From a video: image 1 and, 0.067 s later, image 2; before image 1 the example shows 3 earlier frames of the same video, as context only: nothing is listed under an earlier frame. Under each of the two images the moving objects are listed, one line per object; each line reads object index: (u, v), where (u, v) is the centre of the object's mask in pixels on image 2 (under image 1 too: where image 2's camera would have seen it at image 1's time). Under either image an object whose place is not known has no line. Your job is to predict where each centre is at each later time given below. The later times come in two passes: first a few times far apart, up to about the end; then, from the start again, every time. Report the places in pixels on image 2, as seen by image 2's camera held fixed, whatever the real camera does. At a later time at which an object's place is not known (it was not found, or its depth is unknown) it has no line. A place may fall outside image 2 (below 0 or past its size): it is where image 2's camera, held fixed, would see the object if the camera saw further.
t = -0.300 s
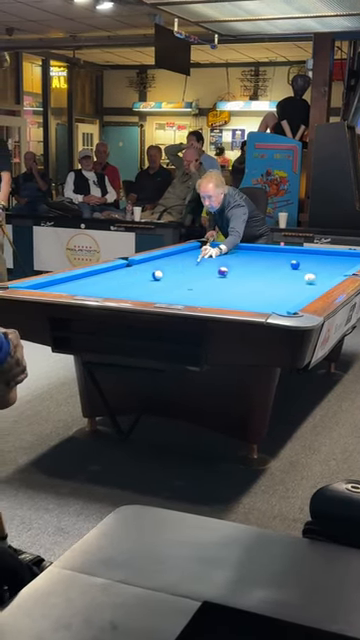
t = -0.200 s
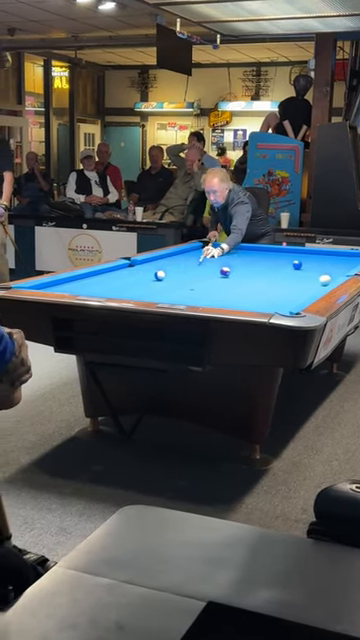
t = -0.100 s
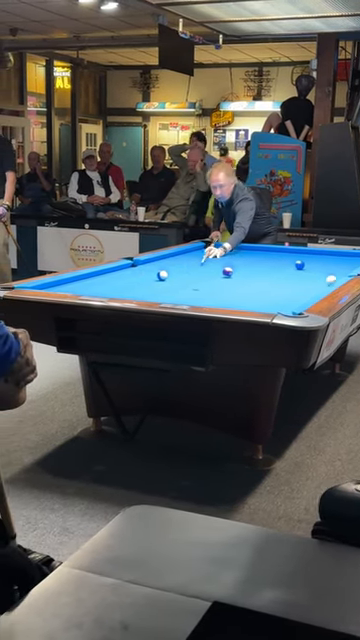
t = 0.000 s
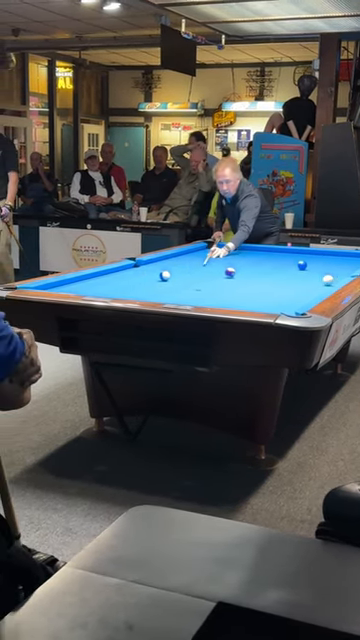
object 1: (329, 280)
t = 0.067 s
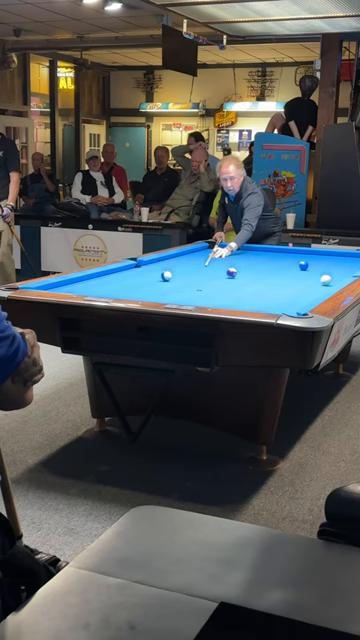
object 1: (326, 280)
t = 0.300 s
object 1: (313, 278)
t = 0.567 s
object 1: (300, 276)
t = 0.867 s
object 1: (287, 275)
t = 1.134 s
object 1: (277, 274)
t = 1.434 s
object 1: (267, 272)
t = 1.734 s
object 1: (258, 272)
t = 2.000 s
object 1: (251, 271)
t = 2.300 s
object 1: (243, 270)
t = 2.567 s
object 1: (239, 269)
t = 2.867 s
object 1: (233, 267)
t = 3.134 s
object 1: (230, 267)
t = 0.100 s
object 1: (324, 280)
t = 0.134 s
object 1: (322, 279)
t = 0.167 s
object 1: (320, 279)
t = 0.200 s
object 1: (318, 279)
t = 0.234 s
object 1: (317, 279)
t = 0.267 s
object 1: (315, 279)
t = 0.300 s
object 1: (313, 278)
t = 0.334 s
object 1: (312, 278)
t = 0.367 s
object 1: (310, 278)
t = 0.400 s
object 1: (308, 278)
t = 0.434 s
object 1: (307, 278)
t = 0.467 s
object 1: (305, 277)
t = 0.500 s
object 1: (303, 277)
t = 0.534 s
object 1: (302, 277)
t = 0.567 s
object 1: (300, 276)
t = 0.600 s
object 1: (299, 276)
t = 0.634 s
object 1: (297, 276)
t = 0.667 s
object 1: (296, 276)
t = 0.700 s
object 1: (295, 276)
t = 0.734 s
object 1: (293, 276)
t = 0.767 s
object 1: (292, 275)
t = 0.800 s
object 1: (291, 275)
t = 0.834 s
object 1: (289, 275)
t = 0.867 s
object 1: (287, 275)
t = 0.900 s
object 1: (286, 275)
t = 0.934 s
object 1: (285, 275)
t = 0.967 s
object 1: (284, 274)
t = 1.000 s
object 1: (282, 274)
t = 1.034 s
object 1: (281, 274)
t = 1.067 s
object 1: (280, 274)
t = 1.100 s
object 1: (279, 274)
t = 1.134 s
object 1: (277, 274)
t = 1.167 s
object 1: (276, 273)
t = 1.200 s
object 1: (275, 273)
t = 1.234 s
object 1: (274, 273)
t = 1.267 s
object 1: (272, 273)
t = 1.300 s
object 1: (271, 273)
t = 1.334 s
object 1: (270, 273)
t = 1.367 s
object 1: (269, 273)
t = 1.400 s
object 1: (268, 272)
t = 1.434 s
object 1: (267, 272)
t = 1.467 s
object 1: (266, 272)
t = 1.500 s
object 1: (265, 272)
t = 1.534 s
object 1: (263, 272)
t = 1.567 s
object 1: (262, 272)
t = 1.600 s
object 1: (261, 272)
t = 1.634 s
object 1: (260, 272)
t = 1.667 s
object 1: (259, 272)
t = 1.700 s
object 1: (258, 272)
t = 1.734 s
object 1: (258, 272)
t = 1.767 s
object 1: (256, 271)
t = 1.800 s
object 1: (256, 271)
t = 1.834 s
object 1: (255, 271)
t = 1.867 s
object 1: (254, 271)
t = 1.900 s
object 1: (253, 271)
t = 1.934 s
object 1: (252, 271)
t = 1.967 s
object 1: (251, 271)
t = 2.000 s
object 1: (251, 271)
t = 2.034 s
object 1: (249, 271)
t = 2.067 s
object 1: (249, 271)
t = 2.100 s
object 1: (248, 271)
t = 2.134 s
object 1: (247, 270)
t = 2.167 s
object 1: (246, 270)
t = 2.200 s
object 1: (245, 270)
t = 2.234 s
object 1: (245, 270)
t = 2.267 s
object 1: (244, 270)
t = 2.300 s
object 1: (243, 270)
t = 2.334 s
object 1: (242, 270)
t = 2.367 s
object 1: (242, 270)
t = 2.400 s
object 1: (241, 270)
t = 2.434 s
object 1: (241, 270)
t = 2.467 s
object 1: (241, 269)
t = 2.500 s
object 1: (239, 270)
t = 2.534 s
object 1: (239, 270)
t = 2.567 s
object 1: (239, 269)
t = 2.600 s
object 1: (238, 269)
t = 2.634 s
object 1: (237, 269)
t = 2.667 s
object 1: (237, 268)
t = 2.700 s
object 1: (236, 268)
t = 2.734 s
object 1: (236, 268)
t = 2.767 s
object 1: (235, 268)
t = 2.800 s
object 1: (235, 267)
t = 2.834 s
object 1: (234, 267)
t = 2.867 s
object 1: (233, 267)
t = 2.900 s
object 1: (233, 267)
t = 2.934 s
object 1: (233, 267)
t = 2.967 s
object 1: (232, 267)
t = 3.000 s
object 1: (232, 268)
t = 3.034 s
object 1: (231, 267)
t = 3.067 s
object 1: (231, 267)
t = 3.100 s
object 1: (230, 267)
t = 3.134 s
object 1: (230, 267)
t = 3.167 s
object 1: (229, 267)
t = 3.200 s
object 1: (229, 267)
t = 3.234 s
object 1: (229, 267)
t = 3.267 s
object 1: (228, 267)
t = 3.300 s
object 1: (228, 267)
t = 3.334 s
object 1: (227, 267)
